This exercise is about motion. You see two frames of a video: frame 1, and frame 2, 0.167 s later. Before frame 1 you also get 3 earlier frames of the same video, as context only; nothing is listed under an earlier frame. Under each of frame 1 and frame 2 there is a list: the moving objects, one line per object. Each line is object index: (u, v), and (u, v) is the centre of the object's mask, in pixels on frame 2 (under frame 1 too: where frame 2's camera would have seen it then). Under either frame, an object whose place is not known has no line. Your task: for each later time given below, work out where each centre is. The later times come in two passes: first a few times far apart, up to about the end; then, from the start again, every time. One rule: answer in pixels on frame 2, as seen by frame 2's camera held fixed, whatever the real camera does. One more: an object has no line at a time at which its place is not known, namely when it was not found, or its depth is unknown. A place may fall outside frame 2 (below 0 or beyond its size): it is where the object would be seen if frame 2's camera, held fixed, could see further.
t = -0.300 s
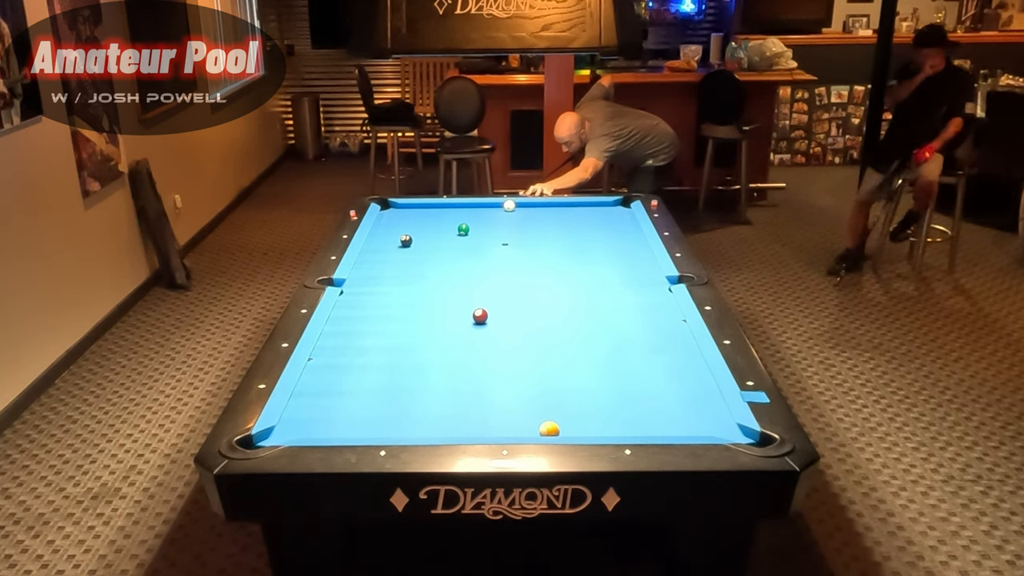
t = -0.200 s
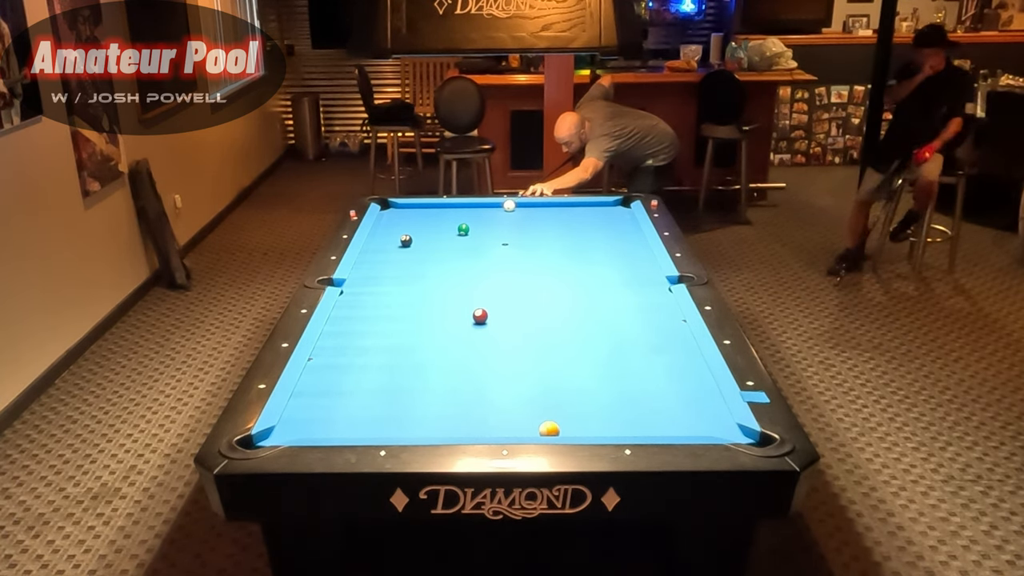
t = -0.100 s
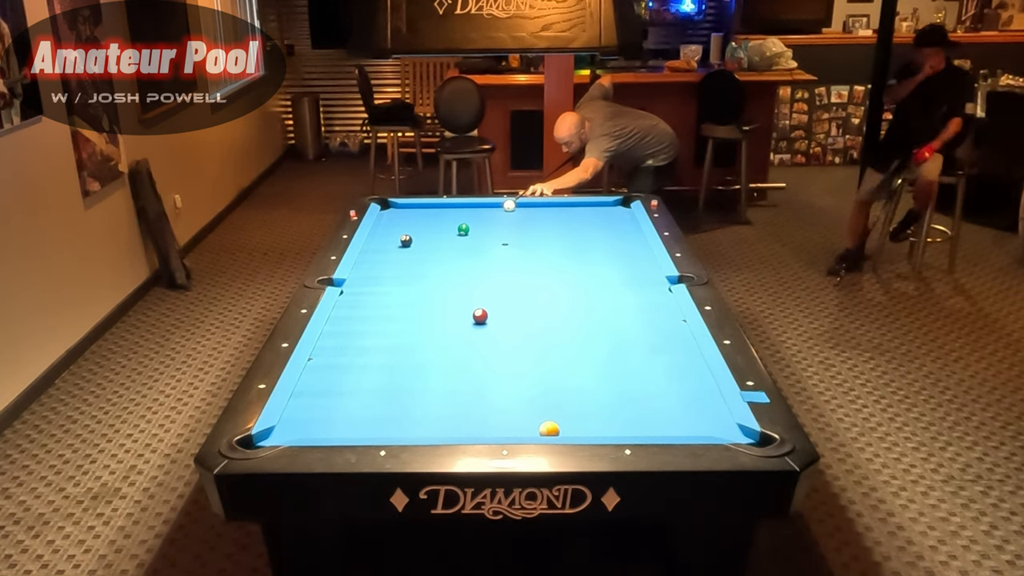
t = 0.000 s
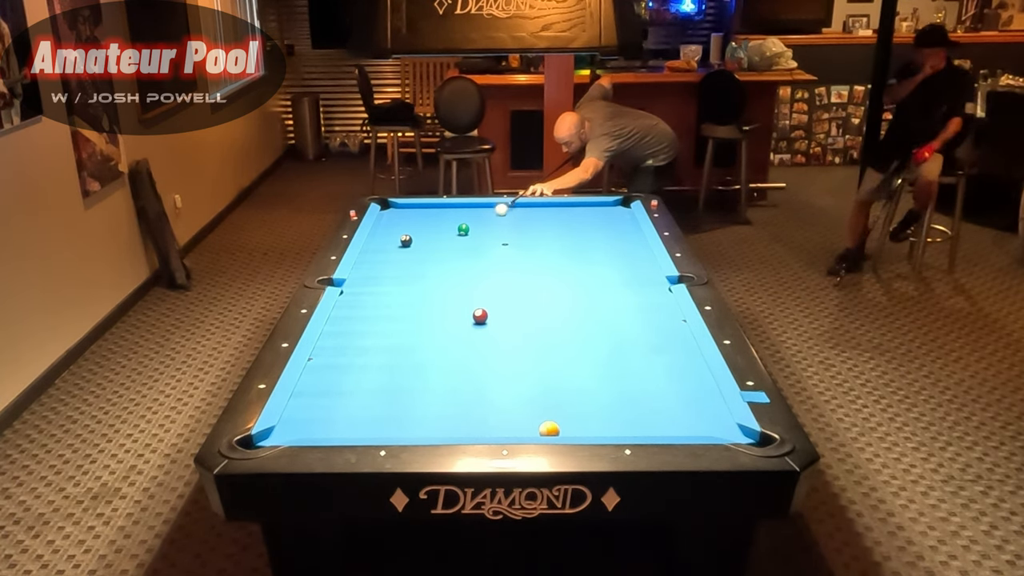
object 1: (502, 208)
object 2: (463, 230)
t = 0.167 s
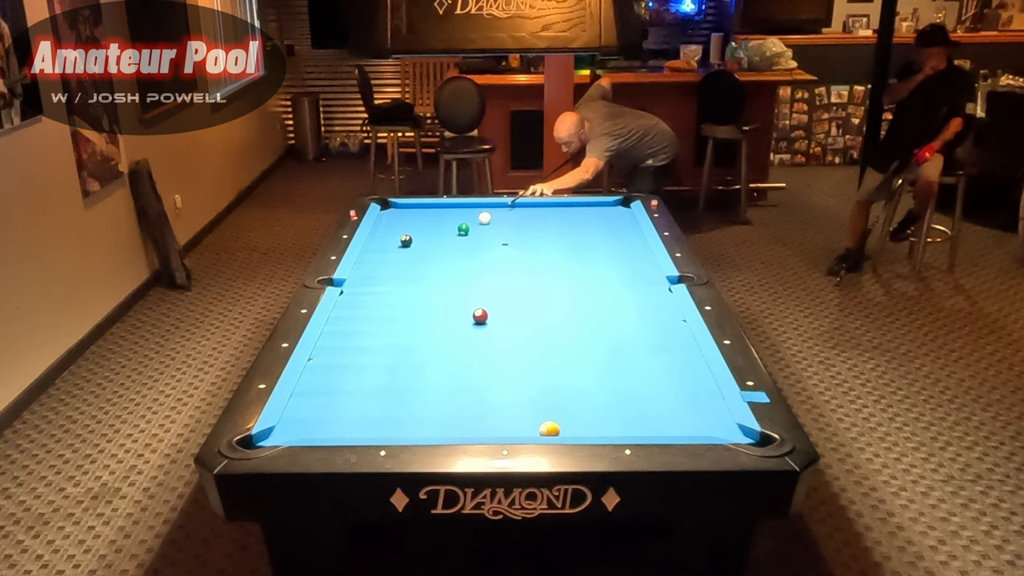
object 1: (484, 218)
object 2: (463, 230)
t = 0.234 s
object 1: (477, 221)
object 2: (463, 230)
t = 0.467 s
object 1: (467, 227)
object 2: (450, 236)
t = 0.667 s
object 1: (462, 229)
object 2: (436, 244)
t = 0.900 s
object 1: (458, 231)
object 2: (419, 252)
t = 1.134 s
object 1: (454, 233)
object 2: (402, 260)
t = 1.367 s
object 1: (450, 235)
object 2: (384, 269)
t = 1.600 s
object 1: (447, 237)
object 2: (366, 278)
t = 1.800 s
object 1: (445, 238)
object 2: (351, 286)
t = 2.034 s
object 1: (442, 240)
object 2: (351, 287)
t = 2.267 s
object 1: (440, 240)
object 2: (359, 284)
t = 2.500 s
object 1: (438, 241)
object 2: (366, 281)
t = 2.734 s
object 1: (437, 242)
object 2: (372, 278)
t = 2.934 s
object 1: (436, 242)
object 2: (377, 276)
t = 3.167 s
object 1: (436, 242)
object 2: (382, 275)
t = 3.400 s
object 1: (436, 242)
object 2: (385, 273)
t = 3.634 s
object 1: (436, 242)
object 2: (388, 272)
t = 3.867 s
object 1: (436, 242)
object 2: (390, 271)
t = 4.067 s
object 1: (436, 242)
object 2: (392, 270)
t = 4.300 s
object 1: (436, 242)
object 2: (393, 270)
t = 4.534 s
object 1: (436, 242)
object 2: (393, 270)
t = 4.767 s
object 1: (436, 242)
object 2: (393, 270)
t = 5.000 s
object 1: (436, 242)
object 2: (393, 270)
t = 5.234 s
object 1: (436, 242)
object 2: (393, 270)
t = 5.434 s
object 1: (436, 242)
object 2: (393, 270)
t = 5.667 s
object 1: (436, 242)
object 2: (393, 270)
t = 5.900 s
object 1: (436, 242)
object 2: (393, 270)
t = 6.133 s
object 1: (436, 242)
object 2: (393, 270)
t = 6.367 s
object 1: (436, 242)
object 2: (393, 270)
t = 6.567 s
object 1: (436, 242)
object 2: (393, 270)
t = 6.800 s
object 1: (436, 242)
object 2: (393, 270)
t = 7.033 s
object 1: (436, 242)
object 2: (393, 270)
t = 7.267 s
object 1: (436, 242)
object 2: (393, 270)
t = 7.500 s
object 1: (436, 242)
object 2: (393, 270)
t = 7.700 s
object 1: (436, 242)
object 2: (393, 270)
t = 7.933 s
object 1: (436, 242)
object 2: (393, 270)
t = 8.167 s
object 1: (436, 242)
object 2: (393, 270)
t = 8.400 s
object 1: (436, 242)
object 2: (393, 270)
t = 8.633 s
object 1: (436, 242)
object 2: (393, 270)
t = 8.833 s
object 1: (436, 242)
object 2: (393, 270)
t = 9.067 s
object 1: (436, 242)
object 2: (393, 270)
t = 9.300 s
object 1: (436, 242)
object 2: (393, 270)
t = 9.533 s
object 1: (436, 242)
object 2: (393, 270)
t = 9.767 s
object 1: (436, 242)
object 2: (393, 270)
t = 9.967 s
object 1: (436, 242)
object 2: (393, 270)
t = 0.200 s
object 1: (481, 220)
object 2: (463, 230)
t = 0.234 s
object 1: (477, 221)
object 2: (463, 230)
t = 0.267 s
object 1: (474, 223)
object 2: (463, 230)
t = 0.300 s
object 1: (472, 224)
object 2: (463, 230)
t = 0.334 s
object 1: (470, 225)
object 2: (460, 231)
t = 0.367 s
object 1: (469, 226)
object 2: (458, 232)
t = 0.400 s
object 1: (468, 226)
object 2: (455, 234)
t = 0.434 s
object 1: (468, 226)
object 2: (452, 235)
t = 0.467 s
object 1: (467, 227)
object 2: (450, 236)
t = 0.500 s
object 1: (466, 227)
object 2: (447, 238)
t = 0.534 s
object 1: (465, 228)
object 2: (445, 239)
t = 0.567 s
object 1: (464, 228)
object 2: (443, 240)
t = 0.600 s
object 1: (464, 228)
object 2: (440, 241)
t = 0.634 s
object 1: (463, 229)
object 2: (438, 242)
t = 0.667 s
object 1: (462, 229)
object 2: (436, 244)
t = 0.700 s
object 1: (462, 229)
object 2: (433, 245)
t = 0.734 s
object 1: (461, 230)
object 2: (431, 245)
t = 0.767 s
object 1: (460, 230)
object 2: (428, 247)
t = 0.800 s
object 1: (460, 230)
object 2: (426, 248)
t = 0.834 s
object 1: (459, 231)
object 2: (424, 250)
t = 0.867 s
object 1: (459, 231)
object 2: (421, 250)
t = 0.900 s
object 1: (458, 231)
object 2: (419, 252)
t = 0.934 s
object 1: (457, 232)
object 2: (416, 253)
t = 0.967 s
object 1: (457, 232)
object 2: (414, 254)
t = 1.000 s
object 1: (456, 232)
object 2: (412, 256)
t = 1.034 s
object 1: (456, 233)
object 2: (409, 257)
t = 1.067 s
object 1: (455, 233)
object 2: (407, 258)
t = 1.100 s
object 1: (454, 233)
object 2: (404, 260)
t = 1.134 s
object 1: (454, 233)
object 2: (402, 260)
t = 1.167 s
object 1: (453, 234)
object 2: (399, 262)
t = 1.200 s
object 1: (453, 234)
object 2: (397, 263)
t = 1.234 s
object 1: (452, 234)
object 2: (394, 265)
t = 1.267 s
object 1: (452, 235)
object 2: (392, 266)
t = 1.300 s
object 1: (451, 235)
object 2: (389, 267)
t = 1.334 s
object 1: (451, 235)
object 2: (387, 269)
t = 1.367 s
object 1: (450, 235)
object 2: (384, 269)
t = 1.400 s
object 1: (450, 236)
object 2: (382, 271)
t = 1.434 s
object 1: (449, 236)
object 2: (379, 272)
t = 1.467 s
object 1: (449, 236)
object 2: (377, 273)
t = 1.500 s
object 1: (448, 236)
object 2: (374, 274)
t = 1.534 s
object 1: (448, 237)
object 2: (372, 275)
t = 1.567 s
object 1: (447, 237)
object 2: (369, 277)
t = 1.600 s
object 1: (447, 237)
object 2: (366, 278)
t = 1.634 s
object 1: (446, 238)
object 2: (364, 280)
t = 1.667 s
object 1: (446, 238)
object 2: (361, 281)
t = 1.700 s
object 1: (446, 238)
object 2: (359, 282)
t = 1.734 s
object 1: (445, 238)
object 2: (356, 284)
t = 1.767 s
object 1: (445, 238)
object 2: (354, 285)
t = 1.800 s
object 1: (445, 238)
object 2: (351, 286)
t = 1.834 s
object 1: (444, 239)
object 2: (348, 288)
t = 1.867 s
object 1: (444, 239)
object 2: (346, 288)
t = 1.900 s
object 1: (443, 239)
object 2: (346, 289)
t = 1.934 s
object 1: (443, 239)
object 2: (347, 288)
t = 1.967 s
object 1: (443, 239)
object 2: (348, 288)
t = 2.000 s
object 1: (442, 239)
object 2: (350, 287)
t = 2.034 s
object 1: (442, 240)
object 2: (351, 287)
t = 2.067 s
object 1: (442, 240)
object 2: (352, 286)
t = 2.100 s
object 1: (441, 240)
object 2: (353, 286)
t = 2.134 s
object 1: (441, 240)
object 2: (354, 285)
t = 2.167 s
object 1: (441, 240)
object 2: (356, 285)
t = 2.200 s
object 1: (441, 240)
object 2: (357, 285)
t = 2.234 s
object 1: (440, 240)
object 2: (358, 284)
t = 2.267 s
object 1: (440, 240)
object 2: (359, 284)
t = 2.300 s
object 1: (440, 240)
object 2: (360, 283)
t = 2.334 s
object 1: (440, 240)
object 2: (361, 283)
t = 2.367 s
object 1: (439, 241)
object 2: (362, 282)
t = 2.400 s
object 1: (439, 241)
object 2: (363, 282)
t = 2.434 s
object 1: (439, 241)
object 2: (364, 281)
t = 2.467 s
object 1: (439, 241)
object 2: (365, 281)
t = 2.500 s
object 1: (438, 241)
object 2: (366, 281)
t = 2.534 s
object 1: (438, 241)
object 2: (367, 280)
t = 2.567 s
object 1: (438, 241)
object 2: (368, 280)
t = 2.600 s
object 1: (438, 241)
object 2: (369, 280)
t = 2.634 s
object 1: (437, 241)
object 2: (370, 279)
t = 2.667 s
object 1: (437, 241)
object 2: (371, 279)
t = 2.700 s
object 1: (437, 241)
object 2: (371, 278)
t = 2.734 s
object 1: (437, 242)
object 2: (372, 278)
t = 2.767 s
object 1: (437, 242)
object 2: (373, 278)
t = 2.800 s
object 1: (437, 242)
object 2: (374, 277)
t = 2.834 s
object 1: (437, 242)
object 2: (375, 277)
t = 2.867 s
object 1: (436, 242)
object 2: (375, 277)
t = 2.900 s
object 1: (436, 242)
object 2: (376, 277)
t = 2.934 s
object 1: (436, 242)
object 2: (377, 276)
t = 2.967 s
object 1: (436, 242)
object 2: (378, 276)
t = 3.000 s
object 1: (436, 242)
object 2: (379, 276)
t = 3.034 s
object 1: (436, 242)
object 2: (379, 276)
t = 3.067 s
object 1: (436, 242)
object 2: (380, 275)
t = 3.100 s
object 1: (436, 242)
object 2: (380, 275)
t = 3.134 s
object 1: (436, 242)
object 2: (381, 275)
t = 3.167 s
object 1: (436, 242)
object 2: (382, 275)
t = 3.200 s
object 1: (436, 242)
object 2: (382, 274)
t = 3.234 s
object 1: (436, 242)
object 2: (383, 274)
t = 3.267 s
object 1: (436, 242)
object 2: (383, 274)
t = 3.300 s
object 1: (436, 242)
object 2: (384, 274)
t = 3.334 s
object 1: (436, 242)
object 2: (384, 273)
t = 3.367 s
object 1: (436, 242)
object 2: (385, 273)
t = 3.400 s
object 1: (436, 242)
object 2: (385, 273)
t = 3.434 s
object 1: (436, 242)
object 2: (386, 273)
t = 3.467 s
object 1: (436, 242)
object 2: (386, 273)
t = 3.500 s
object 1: (436, 242)
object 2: (387, 273)
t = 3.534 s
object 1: (436, 242)
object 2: (387, 272)
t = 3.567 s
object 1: (436, 242)
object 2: (387, 272)
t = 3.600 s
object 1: (436, 242)
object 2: (388, 272)
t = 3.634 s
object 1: (436, 242)
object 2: (388, 272)
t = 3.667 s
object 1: (436, 242)
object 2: (388, 272)
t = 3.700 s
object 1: (436, 242)
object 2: (389, 272)
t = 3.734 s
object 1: (436, 242)
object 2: (389, 271)
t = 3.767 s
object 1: (436, 242)
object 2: (390, 271)
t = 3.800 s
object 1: (436, 242)
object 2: (390, 271)
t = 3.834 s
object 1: (436, 242)
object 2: (390, 271)
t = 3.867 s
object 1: (436, 242)
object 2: (390, 271)
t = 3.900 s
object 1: (436, 242)
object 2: (391, 271)
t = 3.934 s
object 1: (436, 242)
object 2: (391, 271)
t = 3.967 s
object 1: (436, 242)
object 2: (391, 271)
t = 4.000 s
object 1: (436, 242)
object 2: (391, 271)
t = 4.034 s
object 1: (436, 242)
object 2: (392, 271)
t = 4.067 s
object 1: (436, 242)
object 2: (392, 270)
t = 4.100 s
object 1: (436, 242)
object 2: (392, 270)
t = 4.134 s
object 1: (436, 242)
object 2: (392, 270)
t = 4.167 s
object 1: (436, 242)
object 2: (392, 270)
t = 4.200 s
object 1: (436, 242)
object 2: (392, 270)
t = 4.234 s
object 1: (436, 242)
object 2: (392, 270)
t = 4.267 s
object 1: (436, 242)
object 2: (392, 270)
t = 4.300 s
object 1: (436, 242)
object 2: (393, 270)
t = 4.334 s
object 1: (436, 242)
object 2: (393, 270)
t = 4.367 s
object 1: (436, 242)
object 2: (393, 270)
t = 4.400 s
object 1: (436, 242)
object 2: (393, 270)
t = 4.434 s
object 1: (436, 242)
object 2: (393, 270)
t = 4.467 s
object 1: (436, 242)
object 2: (393, 270)
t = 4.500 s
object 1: (436, 242)
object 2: (393, 270)
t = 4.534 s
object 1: (436, 242)
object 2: (393, 270)
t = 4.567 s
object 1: (436, 242)
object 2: (393, 270)
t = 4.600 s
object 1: (436, 242)
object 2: (393, 270)
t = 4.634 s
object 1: (436, 242)
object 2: (393, 270)
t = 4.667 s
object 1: (436, 242)
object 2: (393, 270)
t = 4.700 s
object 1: (436, 242)
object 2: (393, 270)
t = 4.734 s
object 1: (436, 242)
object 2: (393, 270)
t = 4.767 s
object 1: (436, 242)
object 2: (393, 270)
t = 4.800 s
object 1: (436, 242)
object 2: (393, 270)
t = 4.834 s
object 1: (436, 242)
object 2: (393, 270)
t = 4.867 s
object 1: (436, 242)
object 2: (393, 270)
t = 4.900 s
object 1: (436, 242)
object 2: (393, 270)
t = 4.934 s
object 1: (436, 242)
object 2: (393, 270)
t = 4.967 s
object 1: (436, 242)
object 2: (393, 270)
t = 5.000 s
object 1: (436, 242)
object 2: (393, 270)
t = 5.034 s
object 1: (436, 242)
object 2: (393, 270)
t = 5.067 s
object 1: (436, 242)
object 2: (393, 270)
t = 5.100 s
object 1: (436, 242)
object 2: (393, 270)
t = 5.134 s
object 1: (436, 242)
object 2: (393, 270)
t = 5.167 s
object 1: (436, 242)
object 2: (393, 270)
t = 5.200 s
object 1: (436, 242)
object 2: (393, 270)
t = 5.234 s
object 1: (436, 242)
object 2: (393, 270)
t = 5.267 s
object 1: (436, 242)
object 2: (393, 270)
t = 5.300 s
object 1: (436, 242)
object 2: (393, 270)
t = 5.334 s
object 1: (436, 242)
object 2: (393, 270)
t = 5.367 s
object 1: (436, 242)
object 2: (393, 270)
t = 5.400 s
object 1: (436, 242)
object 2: (393, 270)
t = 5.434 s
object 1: (436, 242)
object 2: (393, 270)
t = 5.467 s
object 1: (436, 242)
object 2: (393, 270)
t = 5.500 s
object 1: (436, 242)
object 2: (393, 270)
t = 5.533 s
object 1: (436, 242)
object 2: (393, 270)
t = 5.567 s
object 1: (436, 242)
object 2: (393, 270)
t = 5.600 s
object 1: (436, 242)
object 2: (393, 270)
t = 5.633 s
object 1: (436, 242)
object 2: (393, 270)
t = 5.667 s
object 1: (436, 242)
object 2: (393, 270)
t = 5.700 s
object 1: (436, 242)
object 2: (393, 270)
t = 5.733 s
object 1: (436, 242)
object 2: (393, 270)
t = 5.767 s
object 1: (436, 242)
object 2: (393, 270)
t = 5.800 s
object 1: (436, 242)
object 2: (393, 270)
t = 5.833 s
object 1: (436, 242)
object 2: (393, 270)
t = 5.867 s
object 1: (436, 242)
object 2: (393, 270)
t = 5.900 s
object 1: (436, 242)
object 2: (393, 270)
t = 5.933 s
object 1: (436, 242)
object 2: (393, 270)
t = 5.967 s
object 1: (436, 242)
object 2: (393, 270)
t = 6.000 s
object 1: (436, 242)
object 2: (393, 270)
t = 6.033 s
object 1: (436, 242)
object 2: (393, 270)
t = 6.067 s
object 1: (436, 242)
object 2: (393, 270)
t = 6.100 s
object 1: (436, 242)
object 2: (393, 270)
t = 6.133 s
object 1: (436, 242)
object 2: (393, 270)
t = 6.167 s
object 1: (436, 242)
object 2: (393, 270)
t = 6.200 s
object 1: (436, 242)
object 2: (393, 270)
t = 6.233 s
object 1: (436, 242)
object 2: (393, 270)
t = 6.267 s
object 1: (436, 242)
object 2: (393, 270)
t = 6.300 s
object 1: (436, 242)
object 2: (393, 270)
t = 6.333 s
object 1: (436, 242)
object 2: (393, 270)
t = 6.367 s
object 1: (436, 242)
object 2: (393, 270)
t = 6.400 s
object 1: (436, 242)
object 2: (393, 270)
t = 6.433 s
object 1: (436, 242)
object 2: (393, 270)
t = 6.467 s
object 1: (436, 242)
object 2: (393, 270)
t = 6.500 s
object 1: (436, 242)
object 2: (393, 270)
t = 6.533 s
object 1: (436, 242)
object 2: (393, 270)
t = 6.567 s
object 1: (436, 242)
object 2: (393, 270)
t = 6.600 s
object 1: (436, 242)
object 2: (393, 270)
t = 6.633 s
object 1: (436, 242)
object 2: (393, 270)
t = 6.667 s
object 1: (436, 242)
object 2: (393, 270)
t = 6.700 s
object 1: (436, 242)
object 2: (393, 270)
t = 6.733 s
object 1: (436, 242)
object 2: (393, 270)
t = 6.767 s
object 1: (436, 242)
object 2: (393, 270)
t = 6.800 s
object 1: (436, 242)
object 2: (393, 270)
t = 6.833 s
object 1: (436, 242)
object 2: (393, 270)
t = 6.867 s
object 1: (436, 242)
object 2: (393, 270)
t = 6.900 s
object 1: (436, 242)
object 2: (393, 270)
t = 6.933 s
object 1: (436, 242)
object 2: (393, 270)
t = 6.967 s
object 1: (436, 242)
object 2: (393, 270)
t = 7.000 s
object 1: (436, 242)
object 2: (393, 270)
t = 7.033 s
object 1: (436, 242)
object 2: (393, 270)
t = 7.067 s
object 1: (436, 242)
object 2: (393, 270)
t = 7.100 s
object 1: (436, 242)
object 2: (393, 270)
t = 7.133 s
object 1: (436, 242)
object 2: (393, 270)
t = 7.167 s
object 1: (436, 242)
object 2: (393, 270)
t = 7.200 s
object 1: (436, 242)
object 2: (393, 270)
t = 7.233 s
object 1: (436, 242)
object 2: (393, 270)
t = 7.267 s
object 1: (436, 242)
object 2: (393, 270)
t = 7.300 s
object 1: (436, 242)
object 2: (393, 270)
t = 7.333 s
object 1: (436, 242)
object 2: (393, 270)
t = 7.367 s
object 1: (436, 242)
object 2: (393, 270)
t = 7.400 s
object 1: (436, 242)
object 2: (393, 270)
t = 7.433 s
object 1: (436, 242)
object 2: (393, 270)
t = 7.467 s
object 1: (436, 242)
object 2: (393, 270)
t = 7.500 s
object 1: (436, 242)
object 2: (393, 270)
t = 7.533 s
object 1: (436, 242)
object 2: (393, 270)
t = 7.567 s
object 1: (436, 242)
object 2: (393, 270)
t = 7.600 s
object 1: (436, 242)
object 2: (393, 270)
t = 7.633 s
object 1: (436, 242)
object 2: (393, 270)
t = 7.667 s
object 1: (436, 242)
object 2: (393, 270)
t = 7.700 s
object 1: (436, 242)
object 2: (393, 270)
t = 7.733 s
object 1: (436, 242)
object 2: (393, 270)
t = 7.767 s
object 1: (436, 242)
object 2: (393, 270)
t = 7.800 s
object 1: (436, 242)
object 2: (393, 270)
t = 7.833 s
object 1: (436, 242)
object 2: (393, 270)
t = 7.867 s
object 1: (436, 242)
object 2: (393, 270)
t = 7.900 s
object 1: (436, 242)
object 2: (393, 270)
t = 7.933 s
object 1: (436, 242)
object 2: (393, 270)
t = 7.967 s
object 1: (436, 242)
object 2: (393, 270)
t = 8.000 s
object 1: (436, 242)
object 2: (393, 270)
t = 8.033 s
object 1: (436, 242)
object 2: (393, 270)
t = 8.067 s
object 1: (436, 242)
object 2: (393, 270)
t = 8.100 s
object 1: (436, 242)
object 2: (393, 270)
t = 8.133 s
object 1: (436, 242)
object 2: (393, 270)
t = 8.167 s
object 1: (436, 242)
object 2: (393, 270)
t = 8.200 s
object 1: (436, 242)
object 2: (393, 270)
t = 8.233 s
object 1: (436, 242)
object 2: (393, 270)
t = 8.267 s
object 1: (436, 242)
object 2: (393, 270)
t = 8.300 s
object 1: (436, 242)
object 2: (393, 270)
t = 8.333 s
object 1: (436, 242)
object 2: (393, 270)
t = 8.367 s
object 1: (436, 242)
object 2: (393, 270)
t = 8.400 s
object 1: (436, 242)
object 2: (393, 270)
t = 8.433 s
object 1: (436, 242)
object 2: (393, 270)
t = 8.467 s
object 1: (436, 242)
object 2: (393, 270)
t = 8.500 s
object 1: (436, 242)
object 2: (393, 270)
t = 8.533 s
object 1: (436, 242)
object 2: (393, 270)
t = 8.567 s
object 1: (436, 242)
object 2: (393, 270)
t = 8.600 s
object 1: (436, 242)
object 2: (393, 270)
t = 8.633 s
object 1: (436, 242)
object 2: (393, 270)
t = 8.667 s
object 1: (436, 242)
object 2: (393, 270)
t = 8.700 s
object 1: (436, 242)
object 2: (393, 270)
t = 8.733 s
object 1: (436, 242)
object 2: (393, 270)
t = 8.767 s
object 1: (436, 242)
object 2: (393, 270)
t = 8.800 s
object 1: (436, 242)
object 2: (393, 270)
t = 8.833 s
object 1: (436, 242)
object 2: (393, 270)
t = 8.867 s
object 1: (436, 242)
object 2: (393, 270)
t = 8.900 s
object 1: (436, 242)
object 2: (393, 270)
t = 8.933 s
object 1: (436, 242)
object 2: (393, 270)
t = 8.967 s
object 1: (436, 242)
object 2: (393, 270)
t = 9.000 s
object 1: (436, 242)
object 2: (393, 270)
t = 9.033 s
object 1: (436, 242)
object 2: (393, 270)
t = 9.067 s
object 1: (436, 242)
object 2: (393, 270)
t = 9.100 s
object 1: (436, 242)
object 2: (393, 270)
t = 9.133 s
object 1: (436, 242)
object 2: (393, 270)
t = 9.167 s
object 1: (436, 242)
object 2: (393, 270)
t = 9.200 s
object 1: (436, 242)
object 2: (393, 270)
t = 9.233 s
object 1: (436, 242)
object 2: (393, 270)
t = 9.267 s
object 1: (436, 242)
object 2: (393, 270)
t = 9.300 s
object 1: (436, 242)
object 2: (393, 270)
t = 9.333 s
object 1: (436, 242)
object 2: (393, 270)
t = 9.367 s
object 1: (436, 242)
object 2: (393, 270)
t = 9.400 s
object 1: (436, 242)
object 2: (393, 270)
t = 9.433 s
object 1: (436, 242)
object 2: (393, 270)
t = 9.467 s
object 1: (436, 242)
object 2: (393, 270)
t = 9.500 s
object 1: (436, 242)
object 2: (393, 270)
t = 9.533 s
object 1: (436, 242)
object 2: (393, 270)
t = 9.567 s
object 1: (436, 242)
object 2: (393, 270)
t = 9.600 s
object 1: (436, 242)
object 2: (393, 270)
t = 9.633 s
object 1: (436, 242)
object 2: (393, 270)
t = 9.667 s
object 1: (436, 242)
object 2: (393, 270)
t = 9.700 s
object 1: (436, 242)
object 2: (393, 270)
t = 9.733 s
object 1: (436, 242)
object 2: (393, 270)
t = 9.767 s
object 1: (436, 242)
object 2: (393, 270)
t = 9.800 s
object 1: (436, 242)
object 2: (393, 270)
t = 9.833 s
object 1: (436, 242)
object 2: (393, 270)
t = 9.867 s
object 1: (436, 242)
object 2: (393, 270)
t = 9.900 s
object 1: (436, 242)
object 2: (393, 270)
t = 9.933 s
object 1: (436, 242)
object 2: (393, 270)
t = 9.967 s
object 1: (436, 242)
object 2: (393, 270)
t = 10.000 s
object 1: (436, 242)
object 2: (393, 270)
